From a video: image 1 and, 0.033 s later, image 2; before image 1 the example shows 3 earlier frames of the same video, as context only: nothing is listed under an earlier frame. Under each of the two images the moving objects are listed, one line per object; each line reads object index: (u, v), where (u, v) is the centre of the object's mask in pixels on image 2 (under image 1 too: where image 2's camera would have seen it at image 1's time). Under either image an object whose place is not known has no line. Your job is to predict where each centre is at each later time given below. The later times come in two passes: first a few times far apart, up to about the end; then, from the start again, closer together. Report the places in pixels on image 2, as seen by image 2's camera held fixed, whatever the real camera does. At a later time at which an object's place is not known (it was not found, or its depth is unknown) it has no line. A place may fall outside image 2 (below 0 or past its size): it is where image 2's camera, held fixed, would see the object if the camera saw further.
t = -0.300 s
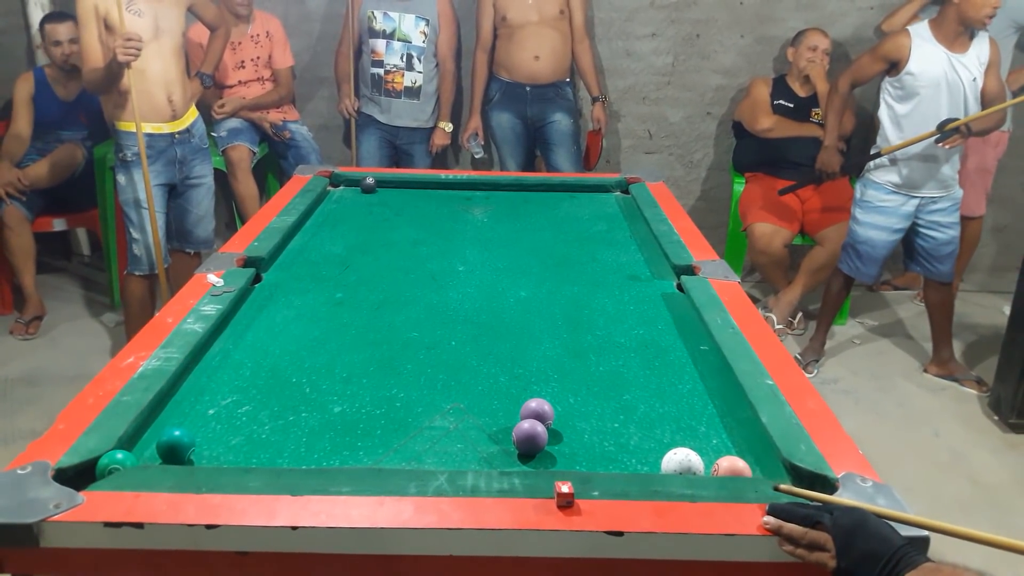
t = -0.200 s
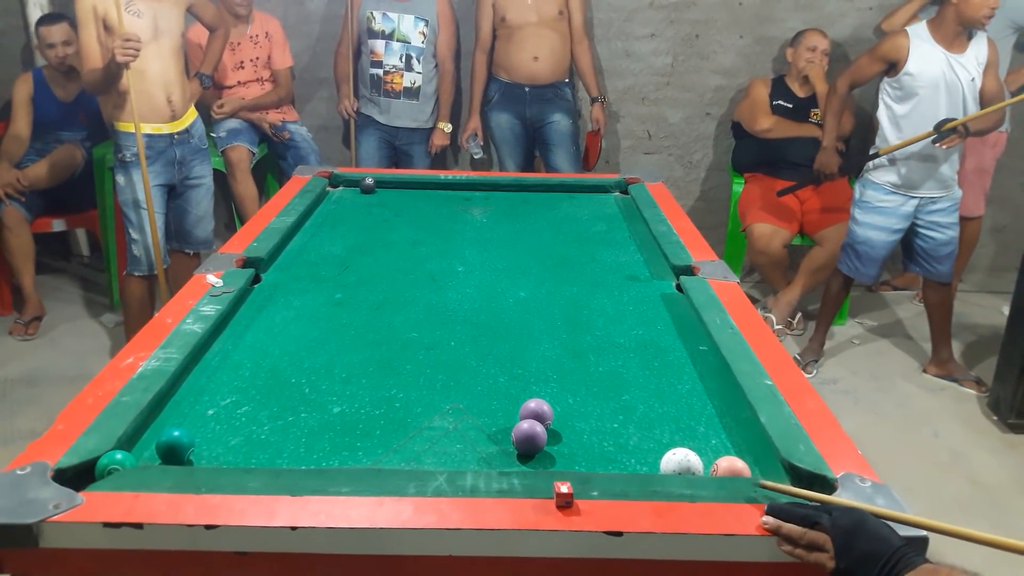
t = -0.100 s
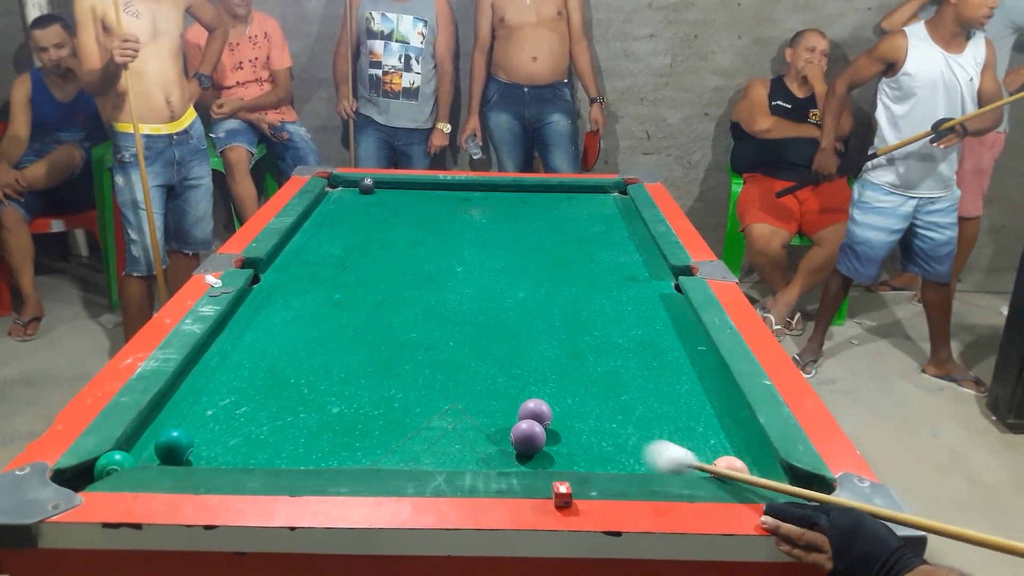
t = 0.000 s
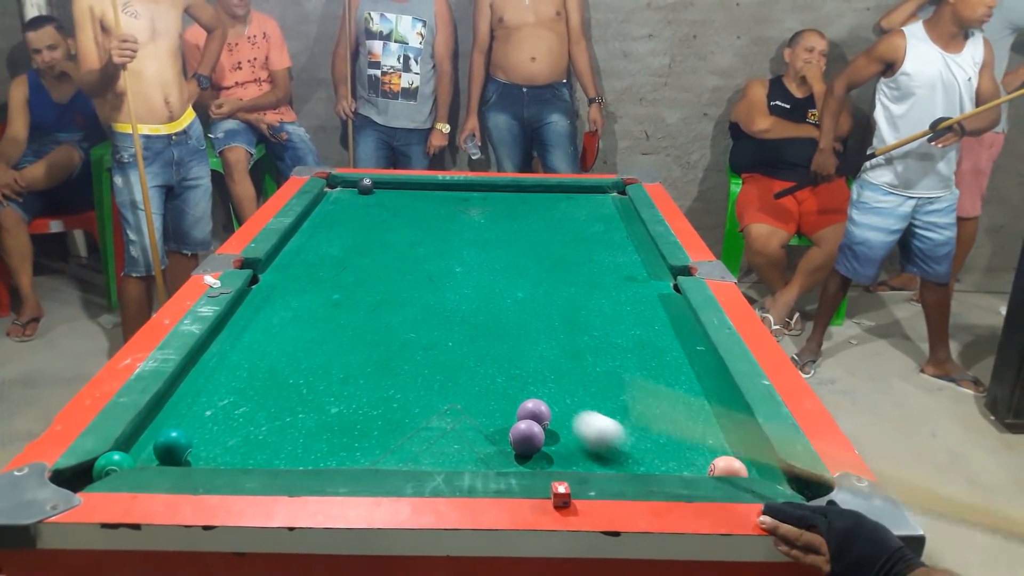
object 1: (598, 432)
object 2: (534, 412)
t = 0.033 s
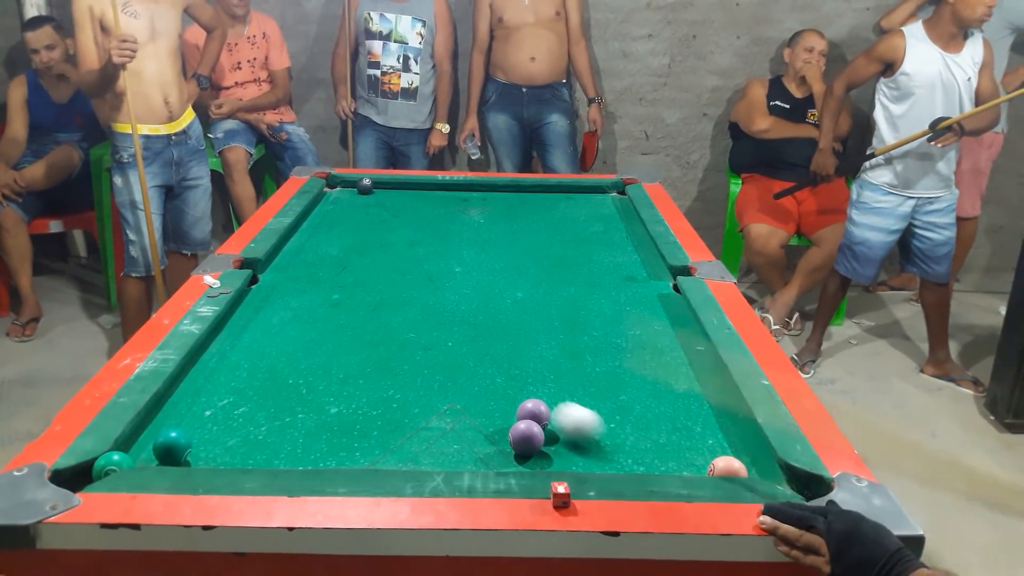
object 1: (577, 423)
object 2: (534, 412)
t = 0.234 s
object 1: (543, 388)
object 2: (440, 399)
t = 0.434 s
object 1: (517, 359)
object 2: (355, 384)
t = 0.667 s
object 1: (491, 331)
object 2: (266, 368)
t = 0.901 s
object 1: (470, 308)
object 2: (221, 355)
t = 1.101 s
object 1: (455, 291)
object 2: (280, 347)
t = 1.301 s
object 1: (442, 276)
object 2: (333, 341)
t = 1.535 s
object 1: (429, 262)
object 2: (390, 333)
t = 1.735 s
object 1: (419, 251)
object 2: (433, 327)
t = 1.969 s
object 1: (410, 240)
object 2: (478, 321)
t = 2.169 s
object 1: (403, 232)
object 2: (513, 316)
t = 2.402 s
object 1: (396, 224)
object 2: (550, 312)
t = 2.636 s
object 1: (390, 217)
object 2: (583, 307)
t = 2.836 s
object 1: (386, 212)
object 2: (609, 304)
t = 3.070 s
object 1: (382, 207)
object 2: (637, 300)
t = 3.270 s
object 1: (380, 203)
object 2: (657, 297)
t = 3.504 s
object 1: (378, 199)
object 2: (662, 294)
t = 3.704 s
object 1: (376, 197)
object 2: (647, 292)
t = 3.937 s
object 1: (375, 194)
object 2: (634, 290)
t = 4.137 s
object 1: (374, 193)
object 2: (625, 288)
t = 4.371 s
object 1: (373, 192)
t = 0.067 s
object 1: (567, 417)
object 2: (518, 409)
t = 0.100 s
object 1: (564, 411)
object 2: (500, 410)
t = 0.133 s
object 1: (559, 405)
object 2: (485, 406)
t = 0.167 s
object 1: (553, 399)
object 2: (469, 404)
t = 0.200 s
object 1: (548, 393)
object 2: (454, 401)
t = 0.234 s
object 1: (543, 388)
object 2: (440, 399)
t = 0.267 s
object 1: (538, 383)
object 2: (425, 396)
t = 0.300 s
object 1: (534, 378)
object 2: (411, 393)
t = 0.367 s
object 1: (525, 368)
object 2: (382, 389)
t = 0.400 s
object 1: (521, 364)
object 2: (369, 386)
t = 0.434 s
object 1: (517, 359)
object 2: (355, 384)
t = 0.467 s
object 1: (513, 355)
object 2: (342, 381)
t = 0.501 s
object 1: (509, 351)
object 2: (329, 379)
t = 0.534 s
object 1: (505, 347)
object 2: (317, 378)
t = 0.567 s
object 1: (501, 342)
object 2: (304, 375)
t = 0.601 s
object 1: (498, 339)
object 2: (291, 373)
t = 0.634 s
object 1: (495, 335)
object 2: (279, 370)
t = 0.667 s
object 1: (491, 331)
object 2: (266, 368)
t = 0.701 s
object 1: (488, 328)
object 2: (254, 366)
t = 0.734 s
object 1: (485, 324)
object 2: (243, 364)
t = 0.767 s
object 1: (482, 321)
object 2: (231, 362)
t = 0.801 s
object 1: (479, 318)
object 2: (220, 360)
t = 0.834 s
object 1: (476, 314)
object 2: (208, 358)
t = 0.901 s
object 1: (470, 308)
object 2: (221, 355)
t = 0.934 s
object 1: (468, 305)
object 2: (231, 353)
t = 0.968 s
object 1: (465, 302)
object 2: (241, 353)
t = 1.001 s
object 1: (462, 300)
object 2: (251, 351)
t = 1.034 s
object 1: (460, 297)
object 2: (260, 350)
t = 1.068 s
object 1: (458, 294)
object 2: (270, 349)
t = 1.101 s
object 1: (455, 291)
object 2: (280, 347)
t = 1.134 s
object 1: (453, 289)
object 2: (289, 346)
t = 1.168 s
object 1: (451, 286)
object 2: (298, 345)
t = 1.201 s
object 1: (449, 284)
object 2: (307, 344)
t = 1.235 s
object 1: (446, 282)
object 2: (316, 343)
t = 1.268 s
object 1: (444, 279)
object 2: (325, 342)
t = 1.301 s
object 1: (442, 276)
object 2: (333, 341)
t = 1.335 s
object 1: (440, 275)
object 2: (341, 340)
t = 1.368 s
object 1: (438, 272)
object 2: (350, 339)
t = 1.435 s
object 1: (434, 268)
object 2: (366, 337)
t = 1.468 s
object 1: (432, 266)
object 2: (374, 336)
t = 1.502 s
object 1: (431, 264)
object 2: (382, 334)
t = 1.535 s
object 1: (429, 262)
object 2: (390, 333)
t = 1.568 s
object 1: (427, 260)
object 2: (397, 332)
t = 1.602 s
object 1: (426, 258)
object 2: (404, 331)
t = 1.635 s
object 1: (424, 256)
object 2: (412, 330)
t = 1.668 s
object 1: (422, 255)
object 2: (419, 329)
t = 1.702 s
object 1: (421, 253)
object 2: (426, 328)
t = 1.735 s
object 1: (419, 251)
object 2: (433, 327)
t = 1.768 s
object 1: (418, 249)
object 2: (439, 326)
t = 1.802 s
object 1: (417, 248)
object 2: (446, 325)
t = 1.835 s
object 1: (415, 246)
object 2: (453, 324)
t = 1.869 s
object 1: (414, 245)
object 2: (459, 323)
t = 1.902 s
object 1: (413, 243)
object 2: (465, 322)
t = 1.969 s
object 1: (410, 240)
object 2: (478, 321)
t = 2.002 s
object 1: (409, 239)
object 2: (484, 320)
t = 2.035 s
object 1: (408, 237)
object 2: (490, 319)
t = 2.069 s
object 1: (407, 236)
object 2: (497, 318)
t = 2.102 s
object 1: (405, 235)
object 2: (502, 318)
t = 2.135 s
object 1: (404, 233)
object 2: (508, 317)
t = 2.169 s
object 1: (403, 232)
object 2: (513, 316)
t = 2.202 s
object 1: (402, 231)
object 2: (519, 316)
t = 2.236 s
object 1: (401, 230)
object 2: (525, 315)
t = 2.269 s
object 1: (400, 228)
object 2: (530, 314)
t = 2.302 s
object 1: (399, 227)
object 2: (535, 313)
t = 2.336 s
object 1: (398, 226)
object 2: (540, 313)
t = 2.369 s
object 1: (397, 225)
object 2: (545, 312)
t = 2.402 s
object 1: (396, 224)
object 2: (550, 312)
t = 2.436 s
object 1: (395, 223)
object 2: (555, 311)
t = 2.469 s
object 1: (394, 222)
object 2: (560, 310)
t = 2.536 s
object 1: (393, 220)
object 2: (570, 309)
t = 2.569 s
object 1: (392, 219)
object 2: (574, 308)
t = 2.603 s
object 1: (391, 218)
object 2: (579, 308)
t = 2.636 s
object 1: (390, 217)
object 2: (583, 307)
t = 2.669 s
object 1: (390, 216)
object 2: (588, 306)
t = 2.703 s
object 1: (389, 215)
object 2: (592, 306)
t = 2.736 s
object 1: (388, 214)
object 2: (597, 305)
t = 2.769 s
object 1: (387, 213)
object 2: (601, 305)
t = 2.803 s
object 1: (387, 212)
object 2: (605, 304)
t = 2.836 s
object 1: (386, 212)
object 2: (609, 304)
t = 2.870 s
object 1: (386, 211)
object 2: (614, 303)
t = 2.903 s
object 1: (385, 210)
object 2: (617, 302)
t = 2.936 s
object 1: (384, 209)
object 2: (621, 302)
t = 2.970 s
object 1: (384, 209)
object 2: (625, 301)
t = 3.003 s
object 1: (383, 208)
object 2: (629, 301)
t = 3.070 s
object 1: (382, 207)
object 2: (637, 300)
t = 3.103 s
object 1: (382, 206)
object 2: (640, 299)
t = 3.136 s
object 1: (381, 205)
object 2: (644, 299)
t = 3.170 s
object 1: (381, 205)
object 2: (647, 298)
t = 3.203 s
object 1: (380, 204)
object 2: (651, 298)
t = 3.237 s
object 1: (380, 203)
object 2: (654, 297)
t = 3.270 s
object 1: (380, 203)
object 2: (657, 297)
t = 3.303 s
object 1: (379, 202)
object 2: (661, 296)
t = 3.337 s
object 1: (379, 202)
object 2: (664, 296)
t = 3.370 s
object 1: (378, 201)
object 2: (667, 295)
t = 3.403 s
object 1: (378, 201)
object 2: (669, 295)
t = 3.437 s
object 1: (378, 200)
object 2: (666, 295)
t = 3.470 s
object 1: (378, 200)
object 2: (664, 294)
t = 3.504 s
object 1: (378, 199)
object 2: (662, 294)
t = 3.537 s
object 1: (377, 199)
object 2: (659, 293)
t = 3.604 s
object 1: (377, 198)
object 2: (654, 293)
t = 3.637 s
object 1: (377, 198)
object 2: (651, 293)
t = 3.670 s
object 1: (376, 197)
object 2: (649, 292)
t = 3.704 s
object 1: (376, 197)
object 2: (647, 292)
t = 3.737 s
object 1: (376, 196)
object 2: (645, 292)
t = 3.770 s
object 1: (376, 196)
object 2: (643, 291)
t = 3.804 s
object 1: (376, 196)
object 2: (641, 291)
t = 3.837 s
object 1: (375, 195)
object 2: (639, 291)
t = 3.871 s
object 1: (375, 195)
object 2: (638, 290)
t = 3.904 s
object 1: (375, 195)
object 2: (636, 290)
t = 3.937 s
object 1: (375, 194)
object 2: (634, 290)
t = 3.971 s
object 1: (374, 194)
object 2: (633, 290)
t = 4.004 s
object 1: (374, 194)
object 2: (631, 289)
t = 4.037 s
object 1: (374, 194)
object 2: (630, 289)
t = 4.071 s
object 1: (374, 193)
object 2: (628, 289)
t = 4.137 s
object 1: (374, 193)
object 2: (625, 288)
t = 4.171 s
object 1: (374, 193)
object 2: (624, 288)
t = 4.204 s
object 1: (374, 193)
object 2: (623, 288)
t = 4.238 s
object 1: (374, 192)
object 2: (622, 288)
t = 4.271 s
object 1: (373, 192)
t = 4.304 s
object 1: (373, 192)
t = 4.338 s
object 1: (373, 192)
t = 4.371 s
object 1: (373, 192)
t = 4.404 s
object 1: (373, 192)
